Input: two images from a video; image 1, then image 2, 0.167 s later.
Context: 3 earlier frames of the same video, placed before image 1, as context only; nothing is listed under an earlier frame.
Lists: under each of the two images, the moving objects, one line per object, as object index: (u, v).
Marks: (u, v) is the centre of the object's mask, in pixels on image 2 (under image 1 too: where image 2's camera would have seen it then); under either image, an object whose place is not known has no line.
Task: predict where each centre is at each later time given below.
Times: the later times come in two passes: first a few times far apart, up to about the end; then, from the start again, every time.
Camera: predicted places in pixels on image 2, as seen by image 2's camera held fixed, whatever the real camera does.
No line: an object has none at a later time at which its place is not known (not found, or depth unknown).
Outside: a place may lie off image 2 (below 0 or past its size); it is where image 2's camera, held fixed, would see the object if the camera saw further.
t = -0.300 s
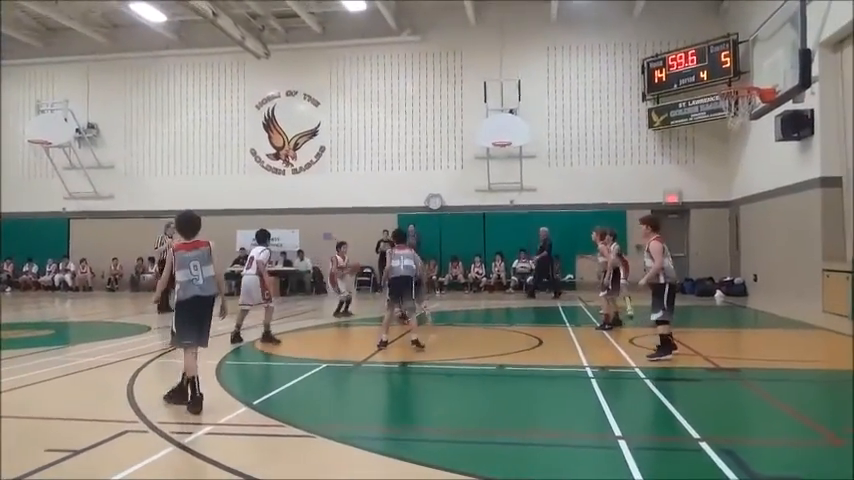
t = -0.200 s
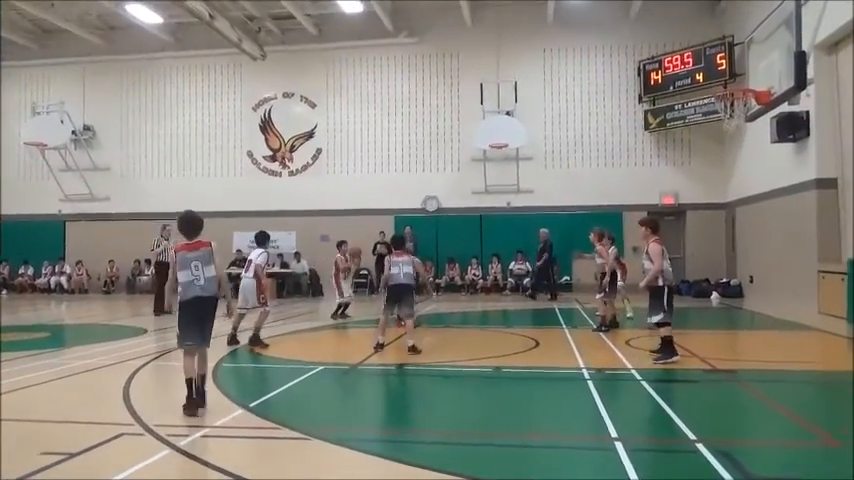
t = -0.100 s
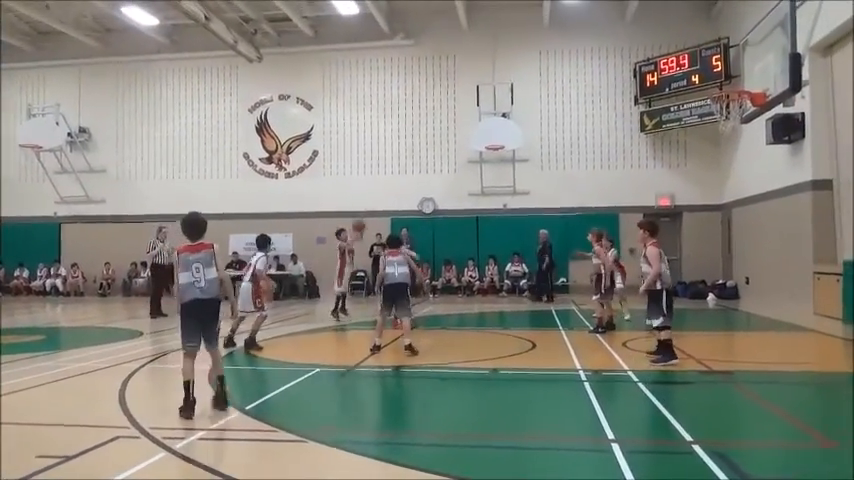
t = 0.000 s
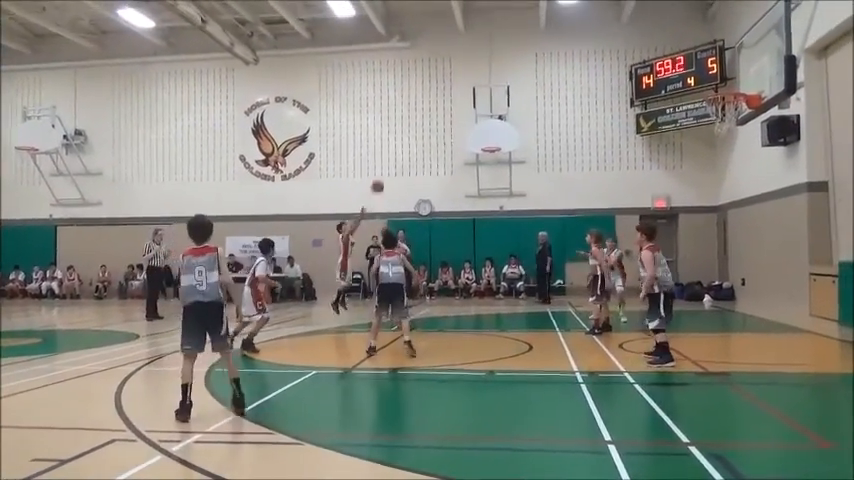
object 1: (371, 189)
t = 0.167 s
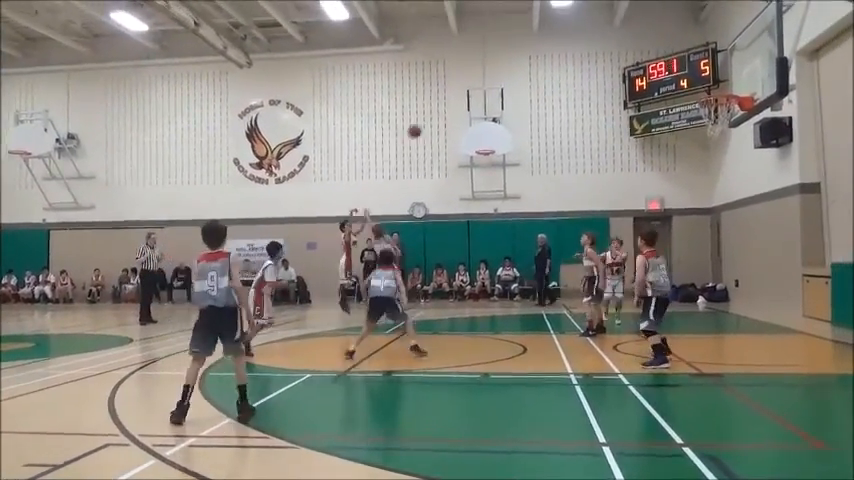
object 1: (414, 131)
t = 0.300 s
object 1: (450, 94)
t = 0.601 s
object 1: (541, 48)
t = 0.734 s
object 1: (586, 46)
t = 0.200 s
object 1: (423, 120)
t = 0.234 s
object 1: (432, 110)
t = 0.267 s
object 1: (441, 102)
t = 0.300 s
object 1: (450, 94)
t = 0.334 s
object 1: (460, 86)
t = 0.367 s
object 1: (469, 79)
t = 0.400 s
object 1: (479, 73)
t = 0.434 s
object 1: (489, 67)
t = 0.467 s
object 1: (499, 62)
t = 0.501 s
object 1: (509, 57)
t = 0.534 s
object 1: (520, 54)
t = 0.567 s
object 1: (530, 51)
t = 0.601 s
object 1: (541, 48)
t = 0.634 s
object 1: (552, 46)
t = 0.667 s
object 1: (563, 46)
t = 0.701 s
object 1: (574, 45)
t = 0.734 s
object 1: (586, 46)
